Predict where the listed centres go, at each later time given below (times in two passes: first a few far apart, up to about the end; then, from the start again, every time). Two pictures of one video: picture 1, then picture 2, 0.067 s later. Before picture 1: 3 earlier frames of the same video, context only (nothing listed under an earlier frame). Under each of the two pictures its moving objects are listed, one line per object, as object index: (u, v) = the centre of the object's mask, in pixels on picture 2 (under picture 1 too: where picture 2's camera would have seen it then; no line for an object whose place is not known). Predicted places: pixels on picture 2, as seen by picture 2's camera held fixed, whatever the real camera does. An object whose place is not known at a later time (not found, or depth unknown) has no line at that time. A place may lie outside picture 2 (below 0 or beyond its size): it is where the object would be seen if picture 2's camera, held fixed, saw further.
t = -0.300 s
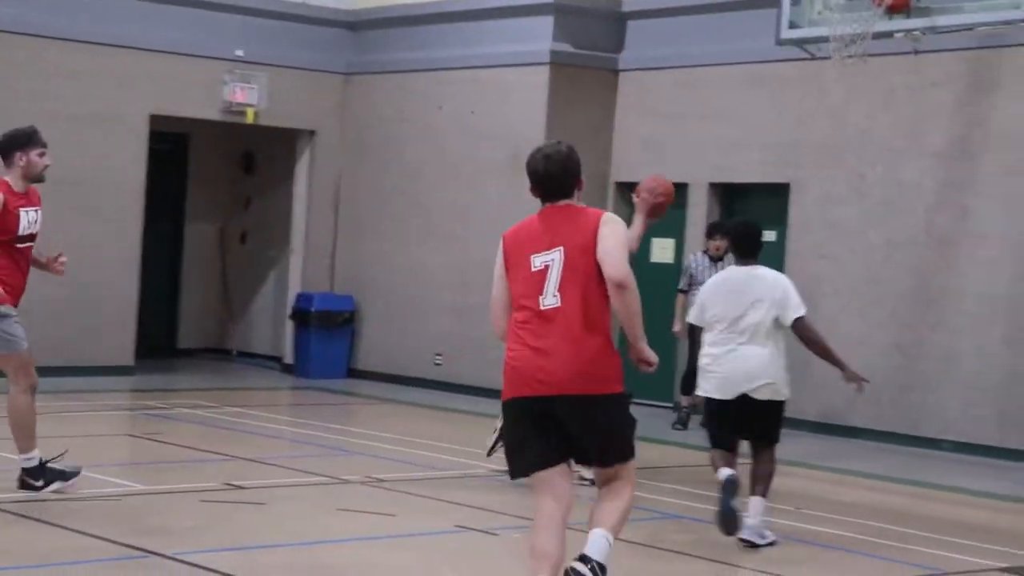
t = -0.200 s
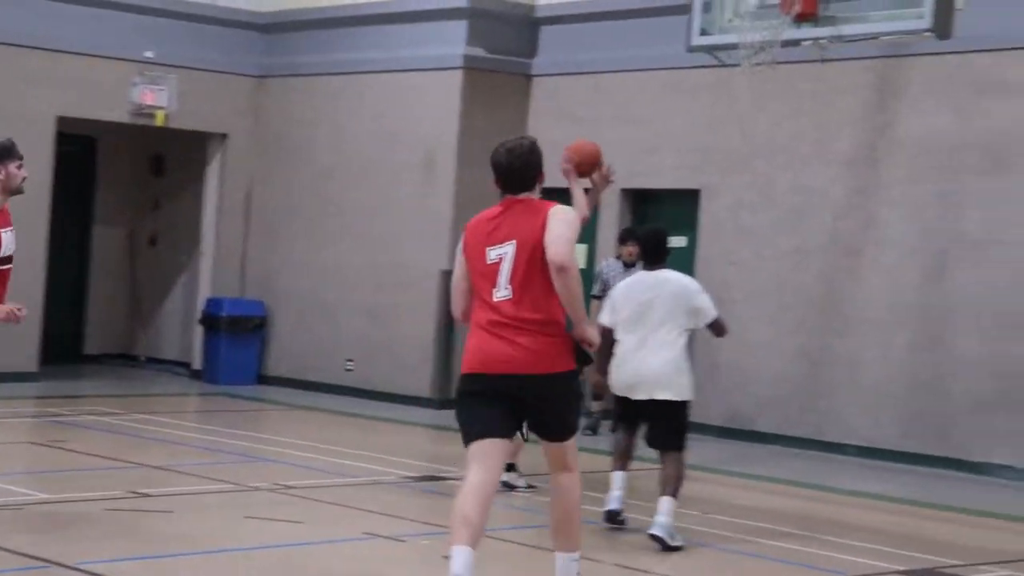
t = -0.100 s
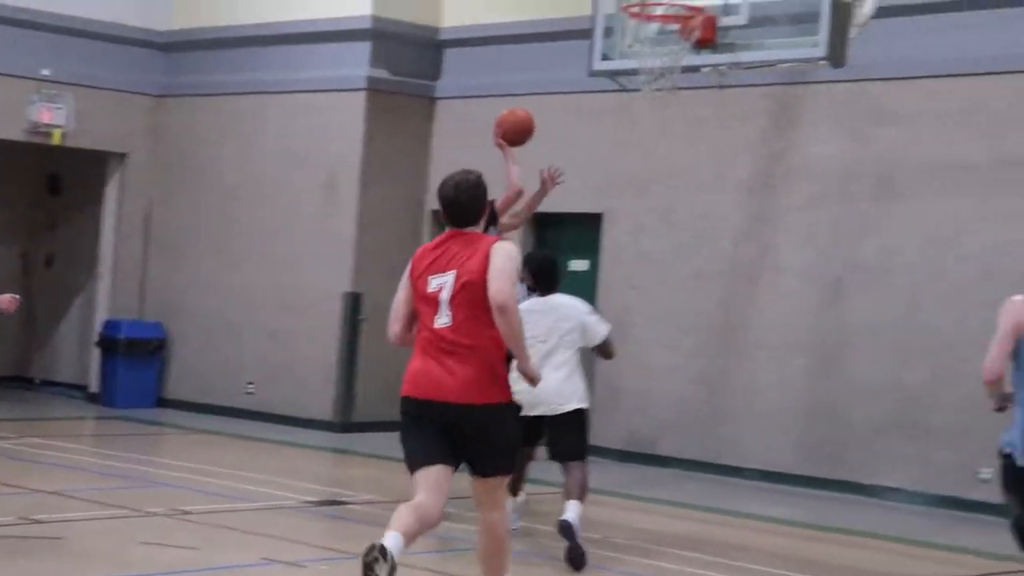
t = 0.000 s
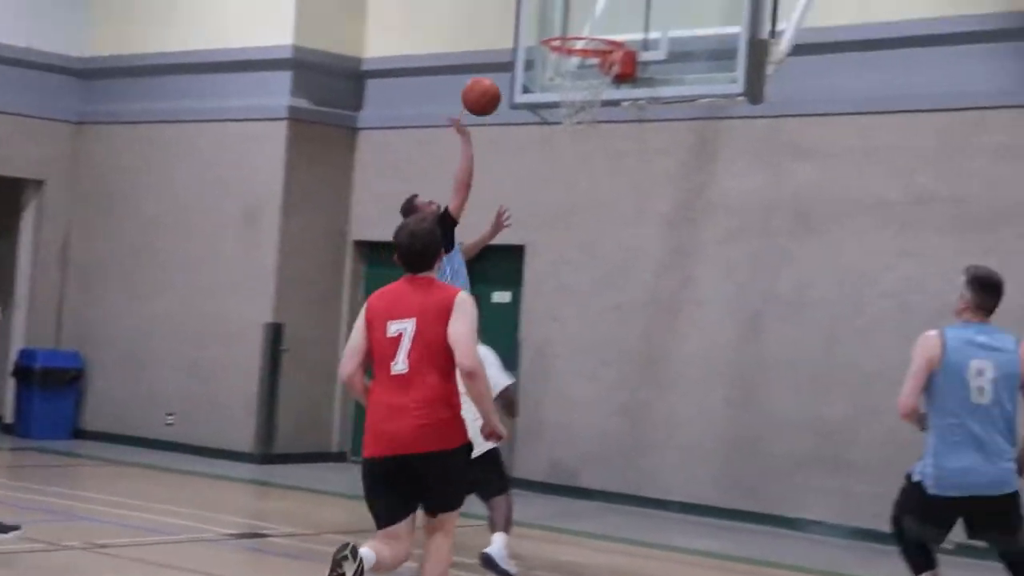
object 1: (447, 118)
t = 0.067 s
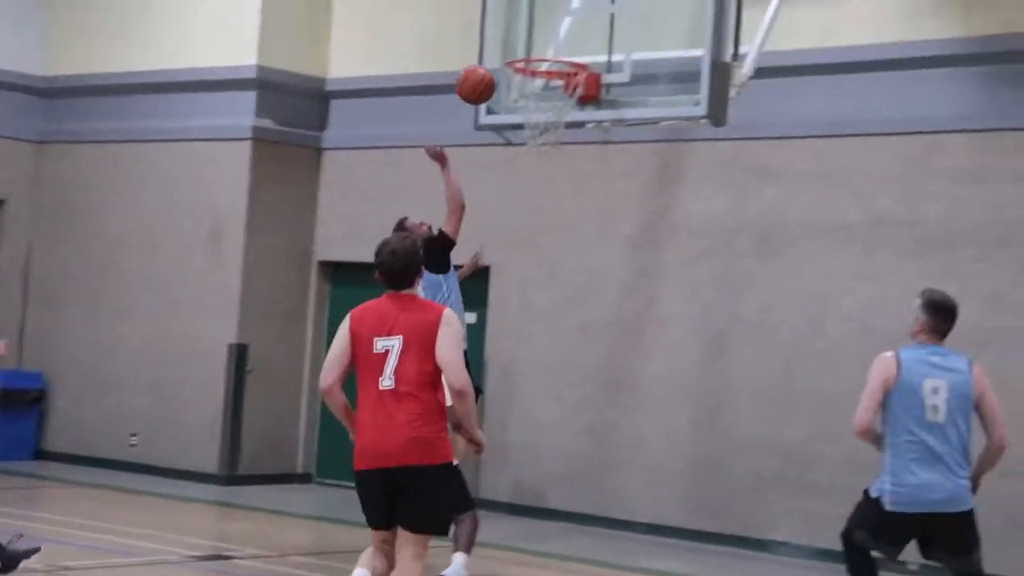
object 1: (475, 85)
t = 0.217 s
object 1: (537, 40)
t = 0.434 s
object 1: (556, 38)
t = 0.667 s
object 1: (514, 91)
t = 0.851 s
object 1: (511, 118)
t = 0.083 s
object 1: (482, 78)
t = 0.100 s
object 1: (489, 72)
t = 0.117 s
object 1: (493, 66)
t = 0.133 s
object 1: (499, 59)
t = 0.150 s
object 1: (508, 51)
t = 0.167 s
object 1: (516, 47)
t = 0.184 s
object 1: (523, 44)
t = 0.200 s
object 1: (530, 41)
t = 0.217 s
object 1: (537, 40)
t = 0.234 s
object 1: (544, 37)
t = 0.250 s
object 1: (551, 35)
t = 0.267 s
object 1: (557, 33)
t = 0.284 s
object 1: (558, 32)
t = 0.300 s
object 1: (558, 32)
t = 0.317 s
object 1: (558, 31)
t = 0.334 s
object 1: (558, 31)
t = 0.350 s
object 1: (557, 31)
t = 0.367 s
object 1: (557, 31)
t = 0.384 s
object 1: (557, 32)
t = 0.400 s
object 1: (557, 33)
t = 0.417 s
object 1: (556, 36)
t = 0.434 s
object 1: (556, 38)
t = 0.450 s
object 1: (555, 41)
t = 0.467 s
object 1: (555, 44)
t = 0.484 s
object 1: (555, 46)
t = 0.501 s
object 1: (555, 49)
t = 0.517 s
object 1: (553, 58)
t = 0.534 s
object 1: (550, 62)
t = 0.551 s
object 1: (546, 64)
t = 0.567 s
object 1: (542, 68)
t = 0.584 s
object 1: (537, 71)
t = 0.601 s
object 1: (532, 78)
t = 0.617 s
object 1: (528, 81)
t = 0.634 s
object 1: (524, 83)
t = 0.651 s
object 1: (518, 88)
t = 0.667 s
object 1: (514, 91)
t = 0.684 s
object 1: (512, 94)
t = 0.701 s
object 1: (509, 98)
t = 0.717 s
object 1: (509, 99)
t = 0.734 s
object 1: (508, 102)
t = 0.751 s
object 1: (507, 103)
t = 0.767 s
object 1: (507, 104)
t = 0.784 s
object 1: (508, 106)
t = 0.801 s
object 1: (508, 108)
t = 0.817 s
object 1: (509, 111)
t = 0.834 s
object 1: (510, 114)
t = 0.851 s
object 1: (511, 118)
